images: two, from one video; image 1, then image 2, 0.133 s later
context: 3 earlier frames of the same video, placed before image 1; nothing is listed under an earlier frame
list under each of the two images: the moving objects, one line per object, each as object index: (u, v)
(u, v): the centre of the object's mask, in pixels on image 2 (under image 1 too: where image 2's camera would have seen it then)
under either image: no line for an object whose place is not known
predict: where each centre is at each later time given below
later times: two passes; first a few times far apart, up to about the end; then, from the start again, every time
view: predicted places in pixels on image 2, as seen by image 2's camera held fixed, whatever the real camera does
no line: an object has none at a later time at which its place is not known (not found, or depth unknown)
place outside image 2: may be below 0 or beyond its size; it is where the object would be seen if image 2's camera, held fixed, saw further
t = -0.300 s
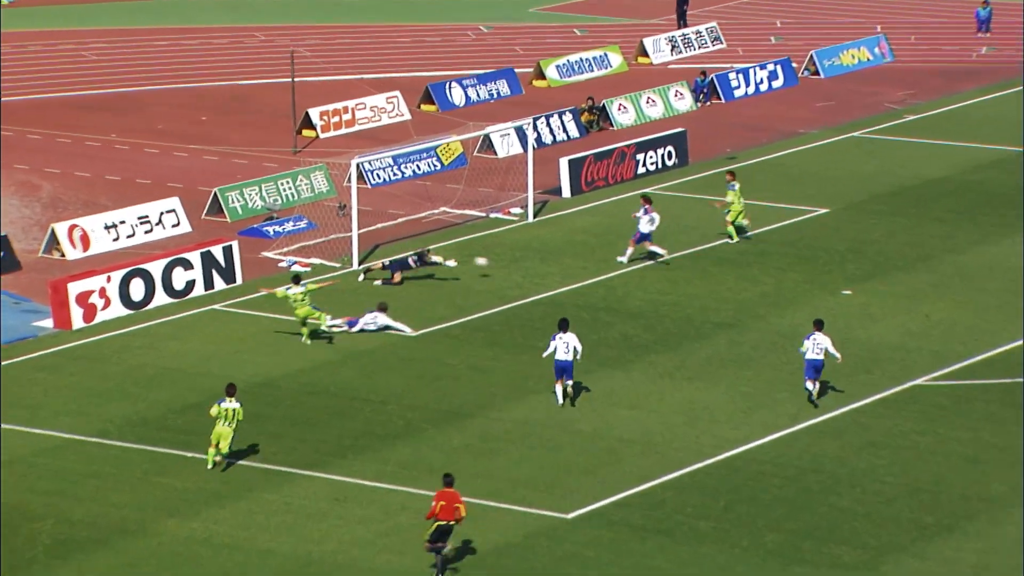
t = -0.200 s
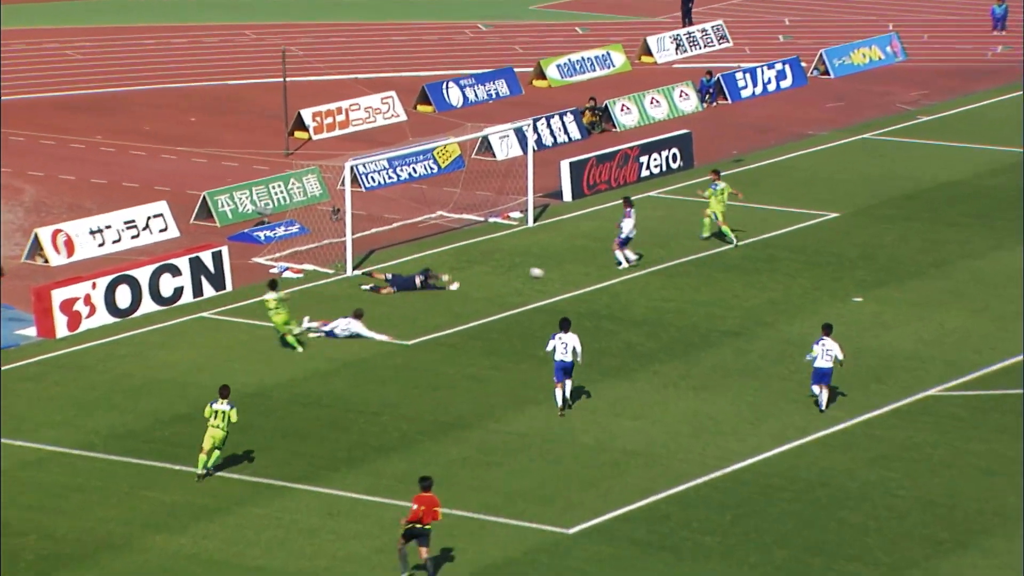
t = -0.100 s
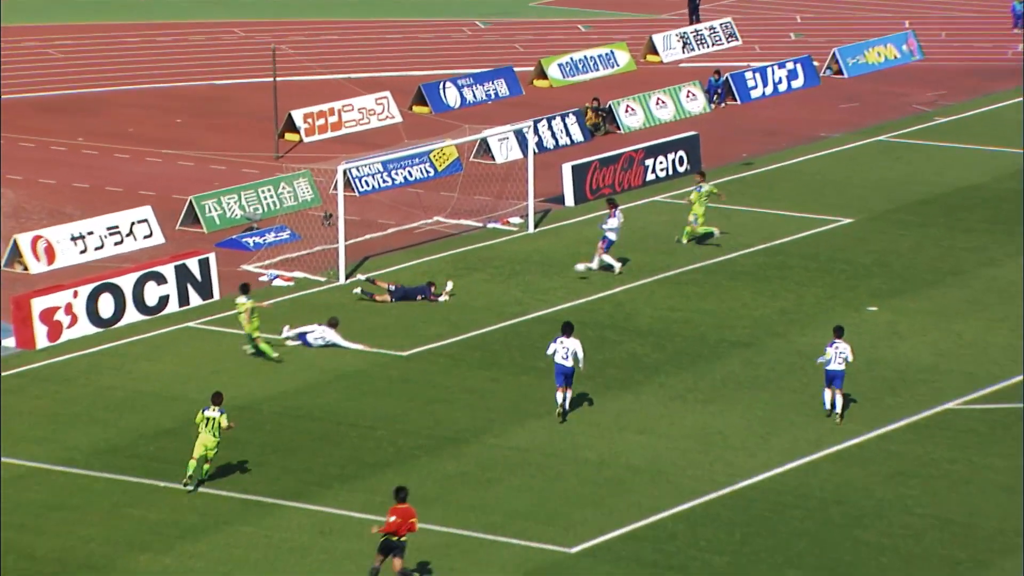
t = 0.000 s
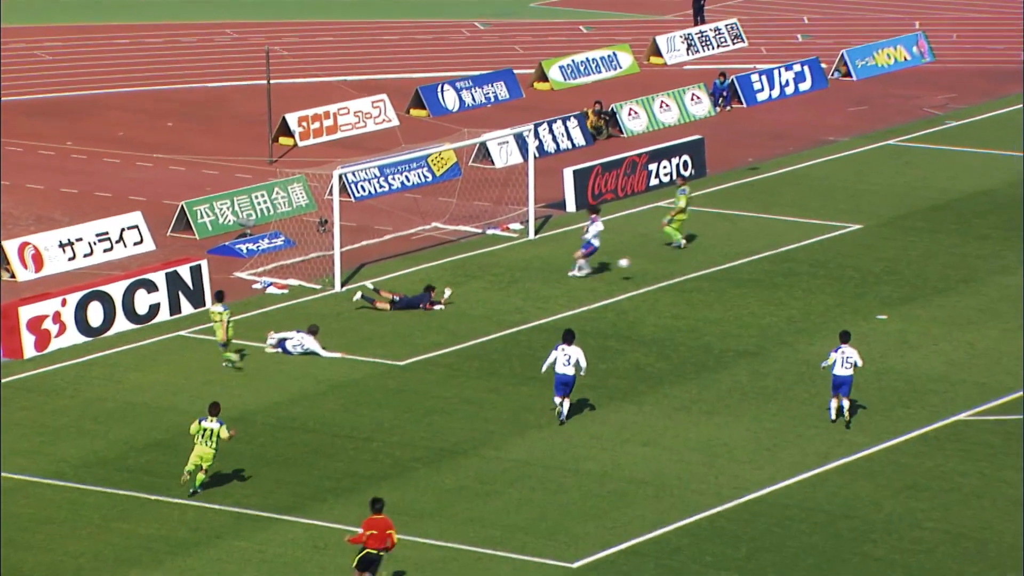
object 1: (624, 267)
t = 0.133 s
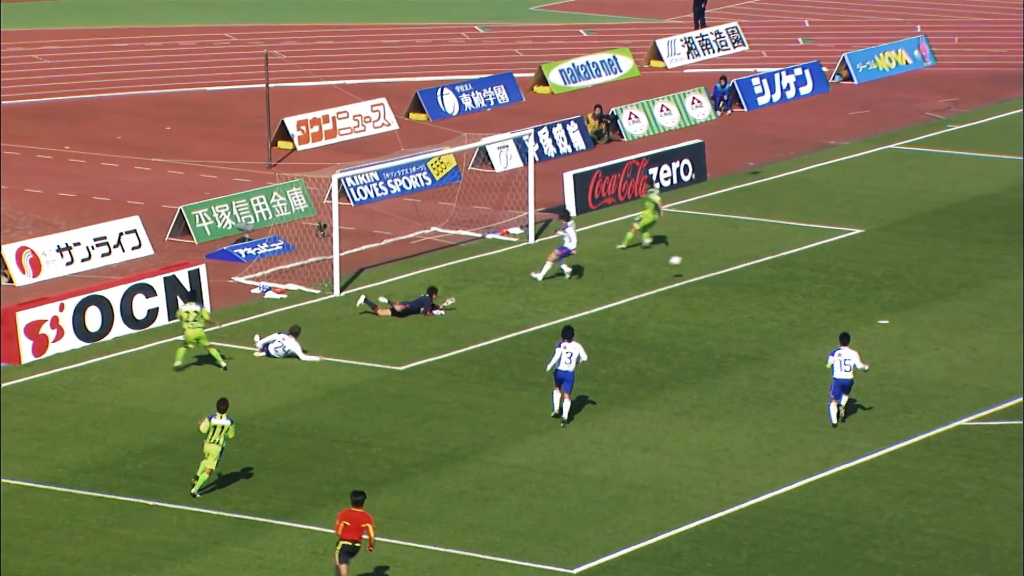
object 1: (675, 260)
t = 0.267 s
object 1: (725, 264)
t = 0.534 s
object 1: (803, 250)
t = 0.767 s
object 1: (862, 246)
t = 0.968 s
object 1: (907, 239)
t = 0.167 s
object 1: (688, 260)
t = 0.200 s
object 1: (700, 260)
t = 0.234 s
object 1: (712, 262)
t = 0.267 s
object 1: (725, 264)
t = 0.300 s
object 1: (736, 265)
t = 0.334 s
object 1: (747, 264)
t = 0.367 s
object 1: (756, 261)
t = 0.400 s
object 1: (766, 258)
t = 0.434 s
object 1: (776, 254)
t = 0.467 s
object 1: (785, 252)
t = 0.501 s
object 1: (794, 251)
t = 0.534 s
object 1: (803, 250)
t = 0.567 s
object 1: (811, 250)
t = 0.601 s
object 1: (820, 249)
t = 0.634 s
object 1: (829, 250)
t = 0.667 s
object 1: (837, 251)
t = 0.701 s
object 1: (846, 250)
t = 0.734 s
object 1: (853, 247)
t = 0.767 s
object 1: (862, 246)
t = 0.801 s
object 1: (870, 244)
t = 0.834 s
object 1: (877, 243)
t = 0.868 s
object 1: (885, 242)
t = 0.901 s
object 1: (893, 242)
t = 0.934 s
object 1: (900, 241)
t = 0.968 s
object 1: (907, 239)
